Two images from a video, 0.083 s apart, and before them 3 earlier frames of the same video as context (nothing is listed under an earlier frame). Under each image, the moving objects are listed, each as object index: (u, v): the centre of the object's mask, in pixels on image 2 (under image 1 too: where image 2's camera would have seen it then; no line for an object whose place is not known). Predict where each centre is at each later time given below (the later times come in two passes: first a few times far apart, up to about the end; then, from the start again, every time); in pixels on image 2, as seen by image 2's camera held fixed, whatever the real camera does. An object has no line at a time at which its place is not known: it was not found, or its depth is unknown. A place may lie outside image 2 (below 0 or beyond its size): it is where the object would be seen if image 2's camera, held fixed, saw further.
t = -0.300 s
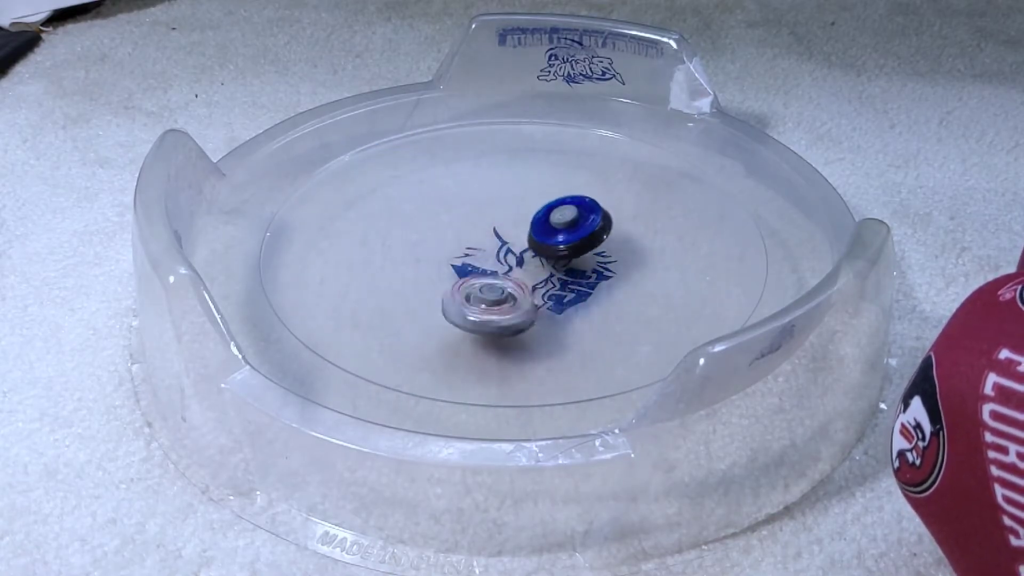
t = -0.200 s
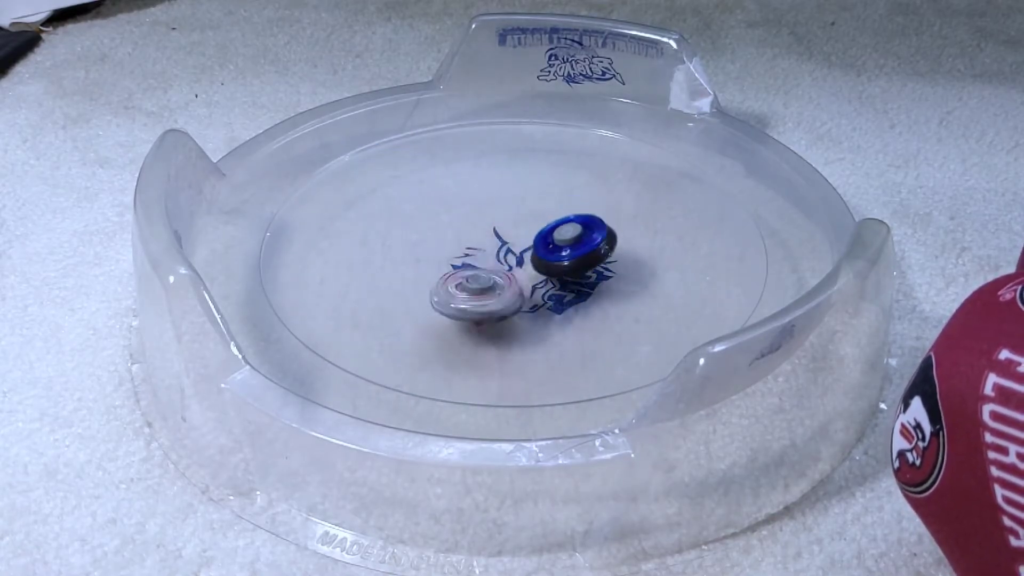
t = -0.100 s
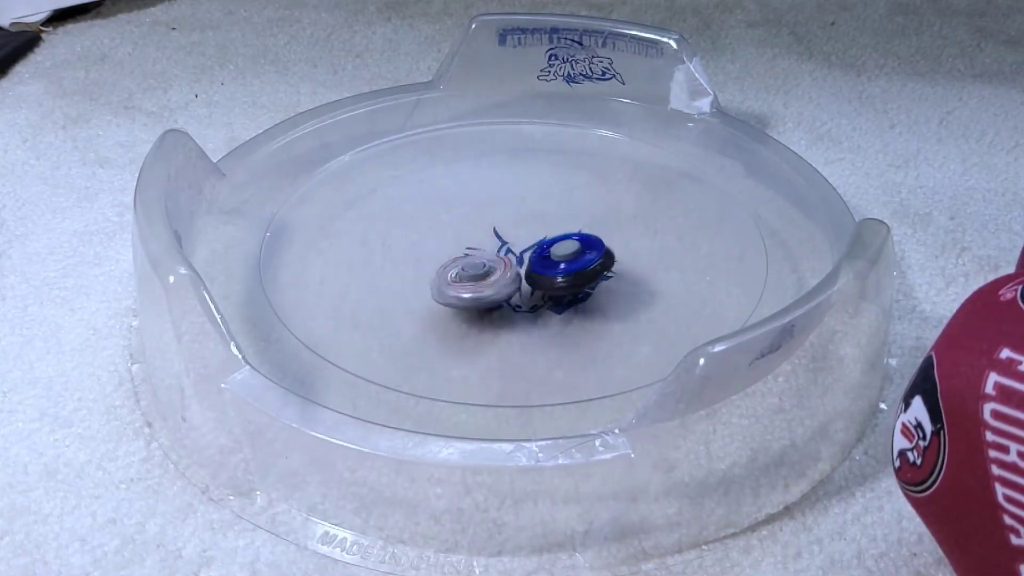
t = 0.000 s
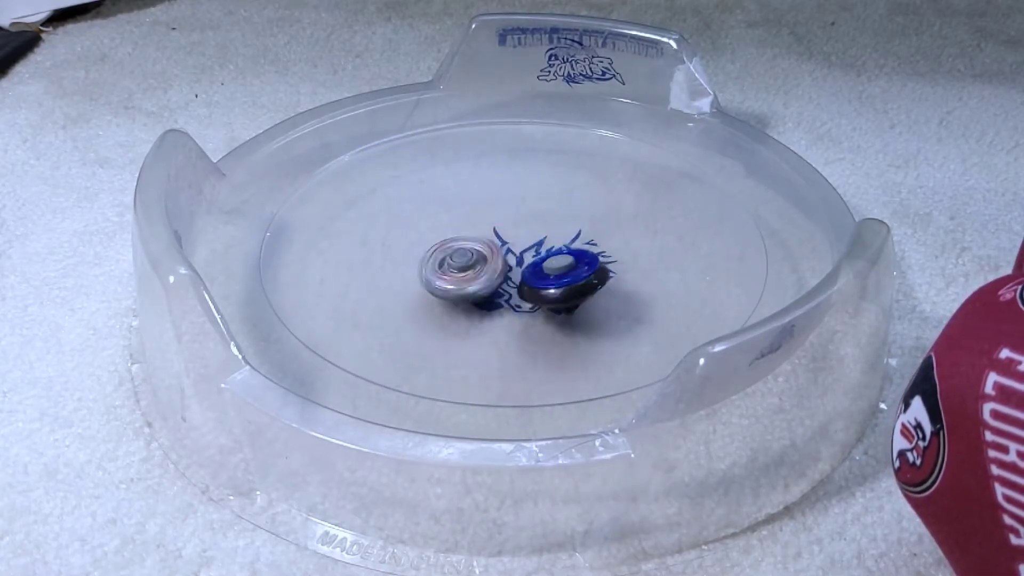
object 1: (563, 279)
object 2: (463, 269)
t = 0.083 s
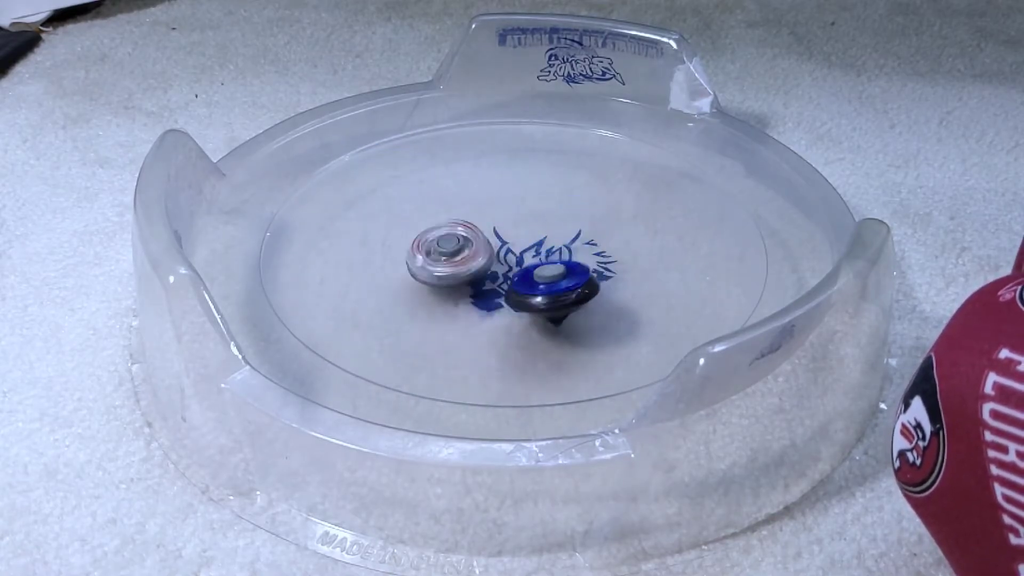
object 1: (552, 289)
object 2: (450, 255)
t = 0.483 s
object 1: (469, 283)
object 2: (457, 203)
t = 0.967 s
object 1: (467, 217)
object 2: (583, 227)
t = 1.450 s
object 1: (550, 218)
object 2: (578, 277)
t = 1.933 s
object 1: (532, 267)
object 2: (471, 311)
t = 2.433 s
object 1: (513, 224)
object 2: (412, 248)
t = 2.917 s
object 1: (545, 222)
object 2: (447, 221)
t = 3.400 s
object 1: (543, 269)
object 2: (512, 227)
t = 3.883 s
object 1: (469, 254)
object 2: (544, 234)
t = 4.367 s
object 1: (446, 228)
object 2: (563, 242)
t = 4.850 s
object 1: (488, 252)
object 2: (594, 260)
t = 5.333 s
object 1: (447, 249)
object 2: (533, 264)
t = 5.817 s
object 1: (449, 220)
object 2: (526, 247)
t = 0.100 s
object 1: (549, 291)
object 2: (448, 251)
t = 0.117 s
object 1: (546, 292)
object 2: (445, 248)
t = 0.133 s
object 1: (543, 294)
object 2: (442, 245)
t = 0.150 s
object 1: (540, 295)
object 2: (441, 242)
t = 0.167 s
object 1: (536, 296)
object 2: (440, 240)
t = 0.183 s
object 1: (532, 297)
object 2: (438, 237)
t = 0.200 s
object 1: (529, 297)
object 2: (437, 233)
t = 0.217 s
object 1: (525, 298)
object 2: (436, 231)
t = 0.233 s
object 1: (522, 299)
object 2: (435, 228)
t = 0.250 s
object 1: (517, 299)
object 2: (435, 225)
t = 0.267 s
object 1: (513, 299)
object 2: (435, 223)
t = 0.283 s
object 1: (509, 298)
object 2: (434, 219)
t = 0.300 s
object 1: (505, 298)
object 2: (435, 217)
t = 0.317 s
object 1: (499, 295)
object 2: (436, 216)
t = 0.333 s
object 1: (497, 296)
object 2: (437, 213)
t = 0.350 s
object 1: (493, 295)
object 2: (439, 211)
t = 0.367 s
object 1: (490, 294)
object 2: (439, 210)
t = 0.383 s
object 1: (487, 293)
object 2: (441, 208)
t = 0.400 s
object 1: (484, 291)
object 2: (444, 207)
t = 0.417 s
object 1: (480, 290)
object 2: (446, 205)
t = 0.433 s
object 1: (477, 288)
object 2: (448, 204)
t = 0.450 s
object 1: (474, 286)
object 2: (450, 205)
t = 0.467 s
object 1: (471, 284)
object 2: (453, 204)
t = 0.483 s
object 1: (469, 283)
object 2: (457, 203)
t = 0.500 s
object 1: (467, 281)
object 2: (460, 203)
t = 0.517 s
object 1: (466, 279)
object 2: (462, 203)
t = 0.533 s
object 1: (464, 277)
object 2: (466, 205)
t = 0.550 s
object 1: (462, 275)
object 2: (471, 205)
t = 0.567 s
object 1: (459, 271)
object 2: (476, 205)
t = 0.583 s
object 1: (458, 268)
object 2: (479, 206)
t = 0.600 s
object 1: (457, 266)
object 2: (481, 207)
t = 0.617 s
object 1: (456, 263)
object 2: (486, 208)
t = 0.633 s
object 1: (456, 260)
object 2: (491, 210)
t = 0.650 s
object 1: (456, 258)
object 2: (495, 211)
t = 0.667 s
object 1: (456, 255)
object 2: (499, 212)
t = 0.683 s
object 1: (456, 253)
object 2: (501, 213)
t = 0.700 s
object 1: (455, 250)
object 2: (506, 214)
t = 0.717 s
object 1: (454, 249)
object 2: (513, 216)
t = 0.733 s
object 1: (453, 248)
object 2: (516, 216)
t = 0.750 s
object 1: (454, 246)
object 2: (521, 217)
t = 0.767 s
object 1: (455, 244)
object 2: (525, 217)
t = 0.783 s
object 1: (456, 242)
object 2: (528, 219)
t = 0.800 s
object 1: (453, 236)
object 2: (534, 221)
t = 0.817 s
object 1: (453, 233)
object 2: (542, 222)
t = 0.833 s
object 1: (454, 231)
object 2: (546, 221)
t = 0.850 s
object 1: (456, 229)
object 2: (550, 222)
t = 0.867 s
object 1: (457, 228)
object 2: (552, 223)
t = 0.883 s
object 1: (458, 225)
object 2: (558, 224)
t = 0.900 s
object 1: (460, 224)
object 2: (565, 225)
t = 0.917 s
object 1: (461, 222)
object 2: (569, 225)
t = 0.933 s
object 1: (463, 220)
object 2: (574, 225)
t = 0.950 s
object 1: (465, 219)
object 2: (579, 226)
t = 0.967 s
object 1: (467, 217)
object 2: (583, 227)
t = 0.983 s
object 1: (470, 216)
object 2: (588, 228)
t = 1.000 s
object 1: (472, 214)
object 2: (593, 229)
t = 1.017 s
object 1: (475, 213)
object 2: (596, 231)
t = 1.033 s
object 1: (477, 213)
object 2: (601, 232)
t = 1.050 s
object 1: (480, 211)
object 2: (604, 233)
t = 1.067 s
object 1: (483, 211)
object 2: (606, 234)
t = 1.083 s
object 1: (486, 210)
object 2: (610, 236)
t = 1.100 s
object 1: (489, 209)
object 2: (613, 237)
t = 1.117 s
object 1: (492, 209)
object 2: (615, 238)
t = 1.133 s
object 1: (495, 208)
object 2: (616, 240)
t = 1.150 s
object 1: (498, 208)
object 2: (617, 241)
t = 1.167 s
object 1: (502, 207)
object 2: (619, 244)
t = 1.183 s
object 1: (505, 208)
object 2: (620, 245)
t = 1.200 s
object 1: (508, 207)
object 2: (619, 246)
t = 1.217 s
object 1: (512, 208)
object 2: (619, 248)
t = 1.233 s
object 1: (515, 208)
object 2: (618, 251)
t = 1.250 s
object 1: (519, 208)
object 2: (617, 253)
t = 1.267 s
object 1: (522, 209)
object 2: (616, 255)
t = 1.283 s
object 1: (525, 209)
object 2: (613, 256)
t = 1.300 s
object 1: (528, 210)
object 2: (610, 258)
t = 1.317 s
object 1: (531, 211)
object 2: (606, 261)
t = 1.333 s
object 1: (534, 212)
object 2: (603, 264)
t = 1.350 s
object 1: (537, 213)
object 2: (601, 265)
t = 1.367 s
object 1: (540, 214)
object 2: (598, 266)
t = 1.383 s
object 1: (543, 215)
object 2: (593, 266)
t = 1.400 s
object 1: (545, 216)
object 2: (588, 269)
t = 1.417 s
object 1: (547, 216)
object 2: (584, 271)
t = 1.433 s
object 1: (549, 217)
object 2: (581, 273)
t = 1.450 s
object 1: (550, 218)
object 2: (578, 277)
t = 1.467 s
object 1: (552, 218)
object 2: (577, 279)
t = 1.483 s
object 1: (554, 220)
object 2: (575, 280)
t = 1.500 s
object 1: (556, 221)
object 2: (571, 282)
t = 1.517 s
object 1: (557, 223)
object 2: (566, 285)
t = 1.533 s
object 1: (557, 225)
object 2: (562, 290)
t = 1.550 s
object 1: (559, 226)
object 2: (561, 292)
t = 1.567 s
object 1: (559, 228)
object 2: (558, 294)
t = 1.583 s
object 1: (560, 230)
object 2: (555, 296)
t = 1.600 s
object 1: (560, 232)
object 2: (550, 298)
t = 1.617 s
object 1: (560, 234)
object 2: (546, 301)
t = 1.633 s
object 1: (561, 236)
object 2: (543, 303)
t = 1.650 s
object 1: (560, 238)
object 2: (539, 305)
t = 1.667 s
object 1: (560, 240)
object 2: (535, 307)
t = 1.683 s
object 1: (559, 242)
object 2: (531, 308)
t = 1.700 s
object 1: (559, 243)
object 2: (527, 310)
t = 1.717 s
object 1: (558, 245)
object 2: (523, 311)
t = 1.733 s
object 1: (557, 247)
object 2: (518, 313)
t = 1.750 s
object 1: (555, 249)
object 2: (513, 314)
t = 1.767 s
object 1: (554, 251)
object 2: (510, 315)
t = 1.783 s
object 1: (553, 253)
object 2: (505, 315)
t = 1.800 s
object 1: (551, 255)
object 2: (501, 315)
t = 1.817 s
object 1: (549, 257)
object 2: (495, 316)
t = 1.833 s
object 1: (546, 258)
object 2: (491, 316)
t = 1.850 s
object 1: (544, 260)
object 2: (489, 316)
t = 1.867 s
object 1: (542, 261)
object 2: (485, 315)
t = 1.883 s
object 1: (539, 263)
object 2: (480, 313)
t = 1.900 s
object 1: (537, 264)
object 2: (475, 313)
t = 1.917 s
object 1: (535, 265)
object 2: (473, 313)
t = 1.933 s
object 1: (532, 267)
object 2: (471, 311)
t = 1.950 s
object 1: (532, 266)
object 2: (466, 310)
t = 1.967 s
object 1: (534, 264)
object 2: (460, 310)
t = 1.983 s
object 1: (534, 262)
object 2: (455, 309)
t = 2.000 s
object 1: (534, 261)
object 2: (452, 307)
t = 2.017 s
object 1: (533, 260)
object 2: (447, 306)
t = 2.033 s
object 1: (532, 259)
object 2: (443, 304)
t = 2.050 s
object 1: (530, 257)
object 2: (439, 302)
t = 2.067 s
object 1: (529, 256)
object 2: (435, 300)
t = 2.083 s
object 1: (528, 255)
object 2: (433, 298)
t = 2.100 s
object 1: (527, 254)
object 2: (431, 296)
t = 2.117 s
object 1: (525, 253)
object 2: (429, 293)
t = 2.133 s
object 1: (524, 252)
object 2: (426, 290)
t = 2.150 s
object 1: (522, 251)
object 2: (423, 287)
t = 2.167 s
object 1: (520, 249)
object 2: (423, 285)
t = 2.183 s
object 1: (519, 248)
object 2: (422, 283)
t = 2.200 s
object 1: (517, 246)
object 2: (421, 281)
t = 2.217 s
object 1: (516, 245)
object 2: (421, 278)
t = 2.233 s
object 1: (515, 243)
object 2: (420, 273)
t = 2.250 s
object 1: (513, 241)
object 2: (420, 271)
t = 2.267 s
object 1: (512, 240)
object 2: (419, 269)
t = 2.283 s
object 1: (510, 239)
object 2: (420, 267)
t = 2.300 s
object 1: (509, 237)
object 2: (421, 264)
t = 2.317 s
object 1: (508, 236)
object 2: (422, 260)
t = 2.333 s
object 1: (506, 235)
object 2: (423, 257)
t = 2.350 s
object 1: (509, 232)
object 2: (418, 256)
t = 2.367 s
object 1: (511, 231)
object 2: (415, 257)
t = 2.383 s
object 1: (512, 229)
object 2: (415, 257)
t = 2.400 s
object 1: (512, 228)
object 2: (415, 254)
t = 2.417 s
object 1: (512, 226)
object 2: (415, 251)
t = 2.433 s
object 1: (513, 224)
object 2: (412, 248)
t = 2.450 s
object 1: (514, 223)
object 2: (410, 245)
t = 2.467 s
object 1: (514, 221)
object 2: (407, 243)
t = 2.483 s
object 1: (515, 220)
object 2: (405, 242)
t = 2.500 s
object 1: (516, 219)
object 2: (404, 239)
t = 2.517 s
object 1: (517, 218)
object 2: (404, 237)
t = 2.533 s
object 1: (518, 217)
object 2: (403, 234)
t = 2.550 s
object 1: (519, 217)
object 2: (403, 231)
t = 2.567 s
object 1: (520, 216)
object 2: (403, 230)
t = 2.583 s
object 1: (520, 215)
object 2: (404, 228)
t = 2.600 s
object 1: (521, 214)
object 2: (406, 228)
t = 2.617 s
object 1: (522, 214)
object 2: (408, 226)
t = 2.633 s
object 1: (522, 214)
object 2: (412, 224)
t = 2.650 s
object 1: (523, 213)
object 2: (414, 221)
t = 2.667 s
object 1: (524, 214)
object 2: (417, 221)
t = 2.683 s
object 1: (524, 213)
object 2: (419, 221)
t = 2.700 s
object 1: (525, 213)
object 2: (423, 221)
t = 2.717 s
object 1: (526, 214)
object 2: (428, 220)
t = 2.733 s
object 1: (526, 214)
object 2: (433, 219)
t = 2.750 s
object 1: (526, 214)
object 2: (436, 219)
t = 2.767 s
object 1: (527, 215)
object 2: (440, 218)
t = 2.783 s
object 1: (528, 215)
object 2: (442, 219)
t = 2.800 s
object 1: (533, 215)
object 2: (439, 219)
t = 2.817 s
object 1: (537, 216)
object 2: (439, 222)
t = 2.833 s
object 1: (540, 216)
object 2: (442, 221)
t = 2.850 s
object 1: (541, 218)
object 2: (444, 221)
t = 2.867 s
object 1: (542, 219)
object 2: (446, 218)
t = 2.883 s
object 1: (543, 219)
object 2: (446, 218)
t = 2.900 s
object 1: (544, 220)
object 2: (445, 218)
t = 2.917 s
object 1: (545, 222)
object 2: (447, 221)
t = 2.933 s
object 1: (545, 223)
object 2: (450, 221)
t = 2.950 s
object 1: (546, 224)
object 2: (453, 221)
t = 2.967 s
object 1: (547, 226)
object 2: (454, 219)
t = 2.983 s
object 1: (547, 227)
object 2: (456, 220)
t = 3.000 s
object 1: (548, 228)
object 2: (456, 220)
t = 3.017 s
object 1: (547, 229)
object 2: (459, 222)
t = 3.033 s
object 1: (547, 231)
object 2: (463, 224)
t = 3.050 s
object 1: (551, 234)
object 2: (466, 223)
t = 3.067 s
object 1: (556, 236)
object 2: (466, 222)
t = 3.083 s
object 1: (559, 239)
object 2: (467, 224)
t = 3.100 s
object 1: (560, 241)
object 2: (469, 225)
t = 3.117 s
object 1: (561, 242)
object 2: (472, 226)
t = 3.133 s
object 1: (561, 243)
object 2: (475, 225)
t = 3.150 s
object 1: (562, 245)
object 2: (478, 225)
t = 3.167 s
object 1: (562, 246)
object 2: (478, 224)
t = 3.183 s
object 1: (562, 248)
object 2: (479, 225)
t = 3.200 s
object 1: (562, 250)
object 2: (481, 226)
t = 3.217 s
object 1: (561, 251)
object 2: (486, 228)
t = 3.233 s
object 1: (561, 253)
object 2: (489, 227)
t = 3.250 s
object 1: (560, 255)
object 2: (492, 227)
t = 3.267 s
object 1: (559, 256)
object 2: (494, 227)
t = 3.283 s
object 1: (558, 258)
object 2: (495, 227)
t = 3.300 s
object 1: (556, 259)
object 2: (498, 227)
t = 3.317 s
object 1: (554, 261)
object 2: (498, 229)
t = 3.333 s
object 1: (552, 262)
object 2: (502, 229)
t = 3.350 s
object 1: (551, 264)
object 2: (503, 228)
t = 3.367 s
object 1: (549, 266)
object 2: (508, 228)
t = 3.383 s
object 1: (546, 267)
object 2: (509, 227)
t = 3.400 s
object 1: (543, 269)
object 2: (512, 227)
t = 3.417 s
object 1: (541, 270)
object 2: (514, 226)
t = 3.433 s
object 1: (539, 271)
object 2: (517, 226)
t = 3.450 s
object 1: (535, 272)
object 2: (520, 225)
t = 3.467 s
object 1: (532, 273)
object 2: (522, 225)
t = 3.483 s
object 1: (530, 273)
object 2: (524, 224)
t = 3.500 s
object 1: (526, 275)
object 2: (524, 225)
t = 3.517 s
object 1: (523, 276)
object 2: (527, 225)
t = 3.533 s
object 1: (521, 276)
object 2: (529, 225)
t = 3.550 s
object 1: (517, 276)
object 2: (531, 225)
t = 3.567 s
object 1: (514, 275)
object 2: (532, 225)
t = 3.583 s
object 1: (510, 276)
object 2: (533, 225)
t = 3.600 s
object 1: (507, 275)
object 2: (533, 225)
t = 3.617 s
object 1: (504, 275)
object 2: (534, 225)
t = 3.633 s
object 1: (501, 274)
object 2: (535, 226)
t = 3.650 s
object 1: (498, 273)
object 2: (537, 227)
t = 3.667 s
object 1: (494, 272)
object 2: (538, 227)
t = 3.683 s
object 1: (491, 271)
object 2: (537, 227)
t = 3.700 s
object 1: (489, 270)
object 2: (538, 226)
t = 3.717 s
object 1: (487, 269)
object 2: (538, 226)
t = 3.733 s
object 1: (483, 268)
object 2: (538, 228)
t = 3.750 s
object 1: (481, 267)
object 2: (539, 229)
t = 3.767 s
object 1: (479, 265)
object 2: (541, 230)
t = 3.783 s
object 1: (478, 263)
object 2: (541, 230)
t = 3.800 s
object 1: (476, 262)
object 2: (541, 229)
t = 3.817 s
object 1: (474, 259)
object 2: (541, 228)
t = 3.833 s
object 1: (472, 258)
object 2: (540, 228)
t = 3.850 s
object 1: (471, 256)
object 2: (541, 230)
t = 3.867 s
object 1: (471, 255)
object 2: (542, 231)
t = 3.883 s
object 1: (469, 254)
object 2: (544, 234)
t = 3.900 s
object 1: (464, 252)
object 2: (547, 233)
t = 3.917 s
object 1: (462, 251)
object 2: (549, 230)
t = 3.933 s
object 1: (461, 250)
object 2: (549, 229)
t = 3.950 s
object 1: (461, 248)
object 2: (548, 227)
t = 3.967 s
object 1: (461, 247)
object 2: (545, 229)
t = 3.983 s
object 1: (459, 245)
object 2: (546, 230)
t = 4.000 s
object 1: (458, 242)
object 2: (545, 233)
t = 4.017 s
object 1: (459, 241)
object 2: (549, 234)
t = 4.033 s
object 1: (459, 238)
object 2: (551, 235)
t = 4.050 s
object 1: (459, 238)
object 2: (554, 235)
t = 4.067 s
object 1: (460, 237)
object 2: (555, 233)
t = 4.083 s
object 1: (461, 235)
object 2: (555, 231)
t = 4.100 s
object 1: (462, 234)
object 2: (555, 231)
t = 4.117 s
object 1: (464, 233)
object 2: (551, 231)
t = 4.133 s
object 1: (466, 232)
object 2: (551, 233)
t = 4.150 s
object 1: (467, 231)
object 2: (551, 235)
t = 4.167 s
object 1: (465, 229)
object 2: (554, 237)
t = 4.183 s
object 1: (456, 229)
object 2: (560, 237)
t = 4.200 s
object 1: (450, 228)
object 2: (563, 237)
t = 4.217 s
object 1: (448, 228)
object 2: (566, 237)
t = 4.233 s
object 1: (446, 227)
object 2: (569, 236)
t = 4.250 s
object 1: (445, 227)
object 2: (567, 232)
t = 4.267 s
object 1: (445, 227)
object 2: (566, 231)
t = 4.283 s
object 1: (444, 227)
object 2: (565, 232)
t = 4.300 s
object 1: (444, 227)
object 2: (562, 232)
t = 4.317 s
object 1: (444, 227)
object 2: (560, 235)
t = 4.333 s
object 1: (445, 227)
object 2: (560, 237)
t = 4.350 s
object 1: (445, 227)
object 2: (561, 240)
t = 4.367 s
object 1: (446, 228)
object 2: (563, 242)
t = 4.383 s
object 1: (446, 228)
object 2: (565, 242)
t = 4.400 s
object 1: (448, 228)
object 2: (566, 242)
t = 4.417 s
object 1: (450, 229)
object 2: (567, 241)
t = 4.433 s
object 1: (451, 229)
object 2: (568, 239)
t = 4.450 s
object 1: (453, 230)
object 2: (567, 238)
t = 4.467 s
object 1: (455, 230)
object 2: (564, 237)
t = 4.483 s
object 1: (457, 231)
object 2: (562, 237)
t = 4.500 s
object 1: (460, 232)
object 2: (559, 239)
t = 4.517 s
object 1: (462, 233)
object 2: (559, 240)
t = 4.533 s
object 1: (465, 234)
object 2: (558, 243)
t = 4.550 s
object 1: (467, 234)
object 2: (558, 246)
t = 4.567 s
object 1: (470, 236)
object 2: (559, 247)
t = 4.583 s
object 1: (473, 237)
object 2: (561, 248)
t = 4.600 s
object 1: (470, 237)
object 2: (570, 249)
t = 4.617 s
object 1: (469, 237)
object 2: (579, 251)
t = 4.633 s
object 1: (470, 236)
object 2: (584, 248)
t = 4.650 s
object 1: (472, 238)
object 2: (585, 248)
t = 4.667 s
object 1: (474, 239)
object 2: (588, 249)
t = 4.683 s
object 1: (474, 241)
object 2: (588, 248)
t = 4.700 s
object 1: (475, 242)
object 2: (587, 249)
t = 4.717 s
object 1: (476, 242)
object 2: (588, 250)
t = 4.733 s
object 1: (477, 243)
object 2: (589, 251)
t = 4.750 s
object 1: (479, 244)
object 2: (588, 253)
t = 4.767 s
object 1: (480, 245)
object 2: (590, 255)
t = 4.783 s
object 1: (482, 248)
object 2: (592, 257)
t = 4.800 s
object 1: (483, 249)
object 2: (592, 257)
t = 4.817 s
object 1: (484, 249)
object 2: (593, 259)
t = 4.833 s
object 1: (486, 249)
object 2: (594, 259)
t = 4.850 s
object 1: (488, 252)
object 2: (594, 260)
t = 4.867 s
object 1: (489, 252)
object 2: (593, 260)
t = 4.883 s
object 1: (490, 253)
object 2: (592, 260)
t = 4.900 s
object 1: (492, 254)
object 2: (591, 261)
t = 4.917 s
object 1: (494, 255)
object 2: (587, 262)
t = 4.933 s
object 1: (495, 256)
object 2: (585, 263)
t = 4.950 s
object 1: (494, 256)
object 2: (584, 264)
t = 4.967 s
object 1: (492, 256)
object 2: (583, 264)
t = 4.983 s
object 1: (493, 256)
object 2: (582, 265)
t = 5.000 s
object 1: (488, 256)
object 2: (582, 265)
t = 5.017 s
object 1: (484, 257)
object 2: (581, 265)
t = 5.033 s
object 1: (481, 258)
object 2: (579, 264)
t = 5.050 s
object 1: (478, 259)
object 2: (577, 265)
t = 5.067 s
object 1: (476, 259)
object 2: (576, 264)
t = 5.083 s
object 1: (472, 258)
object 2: (573, 265)
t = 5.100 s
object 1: (470, 258)
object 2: (571, 264)
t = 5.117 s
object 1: (466, 259)
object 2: (568, 265)
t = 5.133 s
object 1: (464, 259)
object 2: (565, 266)
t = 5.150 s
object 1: (462, 258)
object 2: (562, 267)
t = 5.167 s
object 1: (459, 258)
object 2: (560, 269)
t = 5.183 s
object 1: (457, 257)
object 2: (557, 269)
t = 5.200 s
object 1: (455, 257)
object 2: (555, 269)
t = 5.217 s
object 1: (453, 256)
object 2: (553, 270)
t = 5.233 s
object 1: (451, 254)
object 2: (550, 270)
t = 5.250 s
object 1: (450, 254)
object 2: (548, 268)
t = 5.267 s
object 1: (450, 253)
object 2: (545, 266)
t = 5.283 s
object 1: (448, 252)
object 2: (542, 267)
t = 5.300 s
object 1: (447, 251)
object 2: (538, 267)
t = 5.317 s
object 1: (447, 250)
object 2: (535, 266)
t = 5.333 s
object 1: (447, 249)
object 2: (533, 264)
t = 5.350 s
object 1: (447, 248)
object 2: (531, 262)
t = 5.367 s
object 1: (448, 248)
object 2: (529, 260)
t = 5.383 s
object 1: (449, 247)
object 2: (527, 258)
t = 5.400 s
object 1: (450, 247)
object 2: (526, 256)
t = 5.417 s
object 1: (451, 245)
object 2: (527, 254)
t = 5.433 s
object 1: (451, 244)
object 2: (528, 253)
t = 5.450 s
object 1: (452, 243)
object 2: (528, 252)
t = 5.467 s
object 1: (452, 241)
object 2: (527, 252)
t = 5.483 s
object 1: (452, 239)
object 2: (526, 252)
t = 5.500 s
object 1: (450, 238)
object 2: (527, 251)
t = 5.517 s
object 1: (447, 237)
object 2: (527, 250)
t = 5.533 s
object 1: (444, 235)
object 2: (526, 249)
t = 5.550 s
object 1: (443, 234)
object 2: (526, 249)
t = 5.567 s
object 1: (441, 233)
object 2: (527, 247)
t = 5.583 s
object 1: (440, 232)
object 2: (528, 245)
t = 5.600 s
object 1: (438, 230)
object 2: (529, 245)
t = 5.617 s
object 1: (436, 229)
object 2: (530, 244)
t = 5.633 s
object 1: (436, 227)
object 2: (531, 244)
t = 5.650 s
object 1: (435, 226)
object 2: (532, 243)
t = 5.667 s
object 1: (436, 224)
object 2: (532, 243)
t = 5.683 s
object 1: (436, 223)
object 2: (532, 243)
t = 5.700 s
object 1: (437, 223)
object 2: (532, 243)
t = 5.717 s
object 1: (437, 222)
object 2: (531, 243)
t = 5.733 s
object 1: (438, 221)
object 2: (531, 244)
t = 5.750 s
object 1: (440, 220)
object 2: (529, 244)
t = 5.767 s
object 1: (442, 220)
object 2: (529, 245)
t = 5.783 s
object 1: (444, 220)
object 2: (528, 246)
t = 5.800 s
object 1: (447, 220)
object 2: (527, 246)
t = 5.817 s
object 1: (449, 220)
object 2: (526, 247)
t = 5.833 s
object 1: (452, 221)
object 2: (526, 249)
